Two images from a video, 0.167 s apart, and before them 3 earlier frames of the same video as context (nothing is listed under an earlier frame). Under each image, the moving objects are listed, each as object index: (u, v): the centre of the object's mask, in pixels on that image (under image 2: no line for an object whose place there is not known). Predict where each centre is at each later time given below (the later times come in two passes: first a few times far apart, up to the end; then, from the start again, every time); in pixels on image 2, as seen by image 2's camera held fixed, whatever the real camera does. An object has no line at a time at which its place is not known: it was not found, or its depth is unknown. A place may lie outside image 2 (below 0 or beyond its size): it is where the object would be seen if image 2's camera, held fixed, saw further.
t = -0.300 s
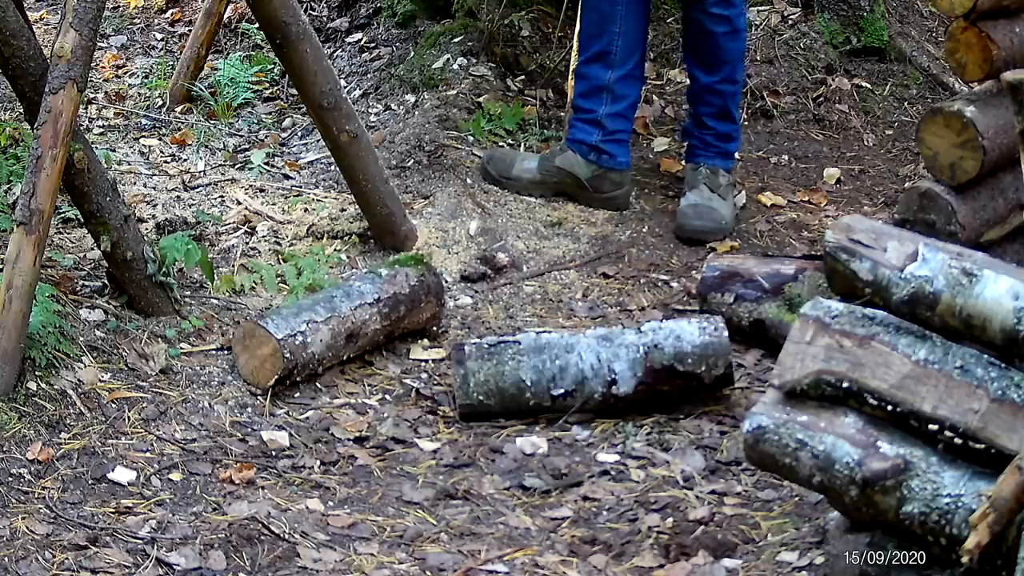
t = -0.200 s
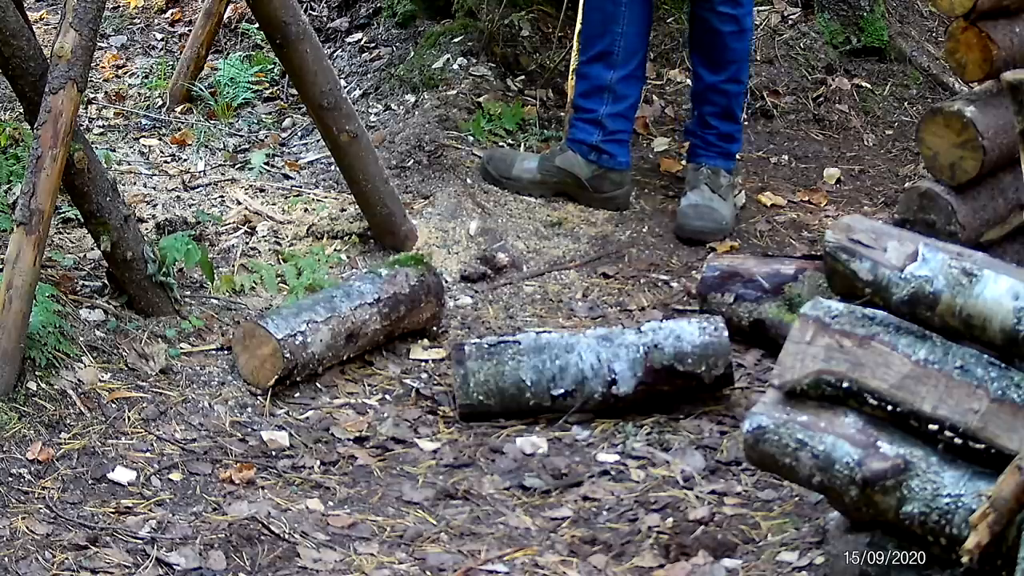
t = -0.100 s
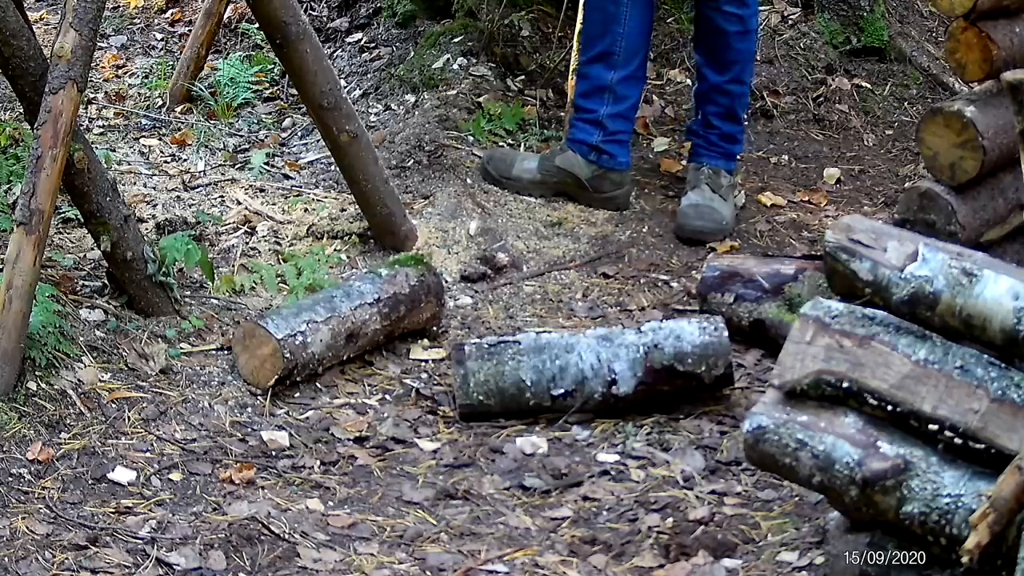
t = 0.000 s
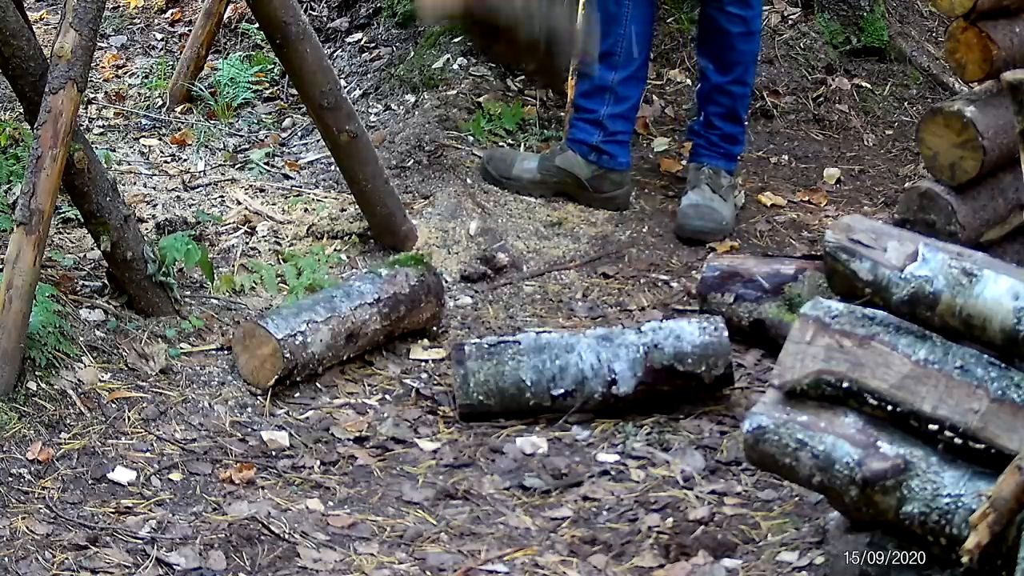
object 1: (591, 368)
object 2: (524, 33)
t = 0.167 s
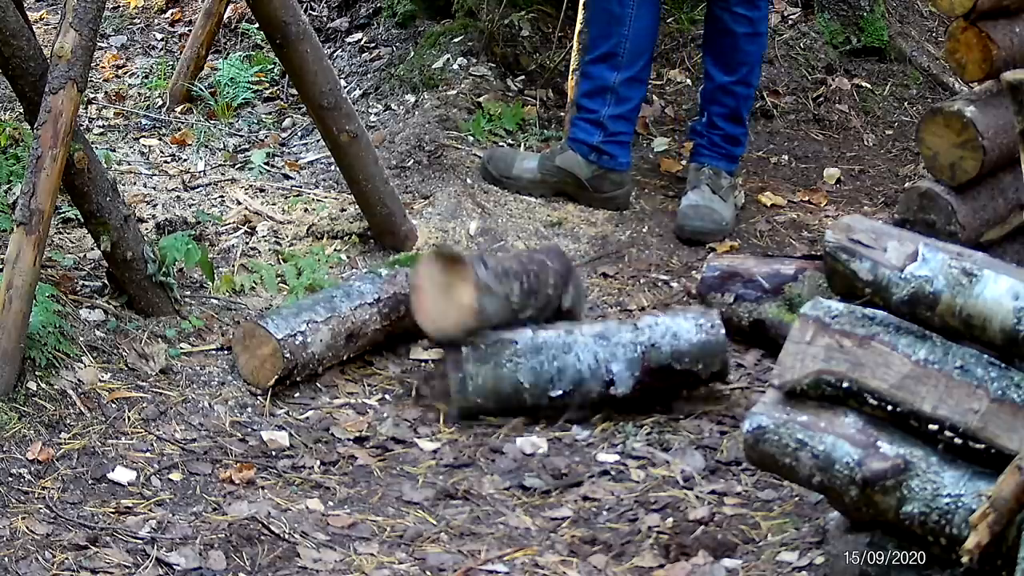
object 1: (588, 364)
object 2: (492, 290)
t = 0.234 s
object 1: (575, 364)
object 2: (481, 284)
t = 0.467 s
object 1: (561, 371)
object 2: (457, 305)
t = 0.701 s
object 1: (561, 371)
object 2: (425, 336)
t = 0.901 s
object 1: (561, 371)
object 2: (425, 336)
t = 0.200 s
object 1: (581, 362)
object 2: (486, 285)
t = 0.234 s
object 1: (575, 364)
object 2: (481, 284)
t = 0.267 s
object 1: (564, 372)
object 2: (473, 299)
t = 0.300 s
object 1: (562, 372)
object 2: (472, 300)
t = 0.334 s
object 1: (562, 373)
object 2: (472, 303)
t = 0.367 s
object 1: (563, 372)
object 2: (470, 303)
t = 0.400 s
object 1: (563, 372)
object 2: (467, 303)
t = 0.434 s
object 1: (562, 372)
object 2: (463, 304)
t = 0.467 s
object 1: (561, 371)
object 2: (457, 305)
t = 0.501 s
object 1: (560, 370)
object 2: (450, 307)
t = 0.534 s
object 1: (559, 370)
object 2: (442, 314)
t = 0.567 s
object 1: (560, 371)
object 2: (433, 320)
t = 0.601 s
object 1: (561, 371)
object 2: (425, 330)
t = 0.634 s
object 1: (561, 371)
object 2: (426, 335)
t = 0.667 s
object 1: (561, 371)
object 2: (426, 335)
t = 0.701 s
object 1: (561, 371)
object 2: (425, 336)
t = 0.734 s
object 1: (561, 371)
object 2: (425, 336)
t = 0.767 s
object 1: (561, 371)
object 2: (425, 336)
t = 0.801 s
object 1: (561, 371)
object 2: (425, 336)
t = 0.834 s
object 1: (561, 371)
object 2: (425, 336)
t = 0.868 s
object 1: (561, 371)
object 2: (425, 336)
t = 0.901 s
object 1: (561, 371)
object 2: (425, 336)
